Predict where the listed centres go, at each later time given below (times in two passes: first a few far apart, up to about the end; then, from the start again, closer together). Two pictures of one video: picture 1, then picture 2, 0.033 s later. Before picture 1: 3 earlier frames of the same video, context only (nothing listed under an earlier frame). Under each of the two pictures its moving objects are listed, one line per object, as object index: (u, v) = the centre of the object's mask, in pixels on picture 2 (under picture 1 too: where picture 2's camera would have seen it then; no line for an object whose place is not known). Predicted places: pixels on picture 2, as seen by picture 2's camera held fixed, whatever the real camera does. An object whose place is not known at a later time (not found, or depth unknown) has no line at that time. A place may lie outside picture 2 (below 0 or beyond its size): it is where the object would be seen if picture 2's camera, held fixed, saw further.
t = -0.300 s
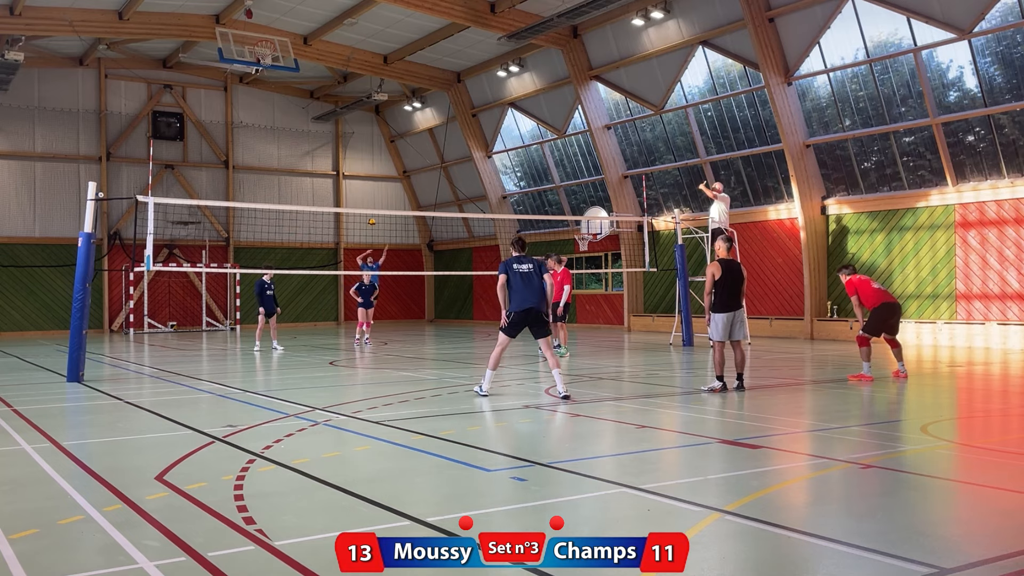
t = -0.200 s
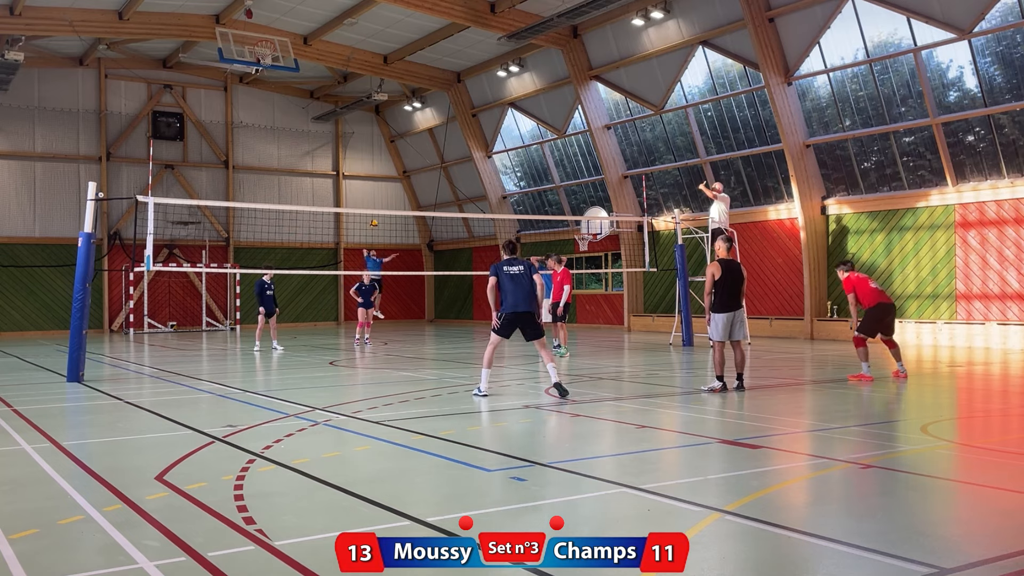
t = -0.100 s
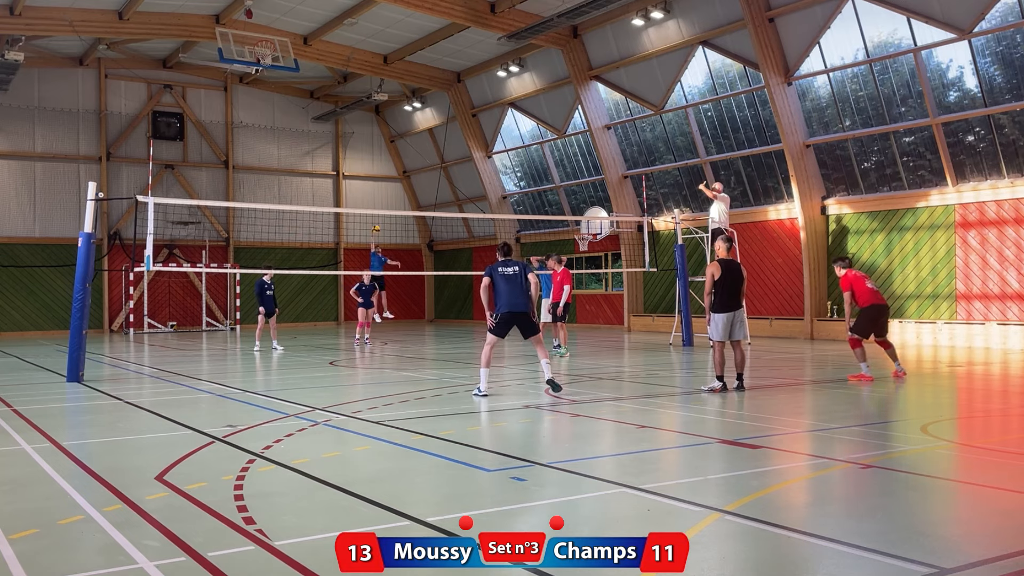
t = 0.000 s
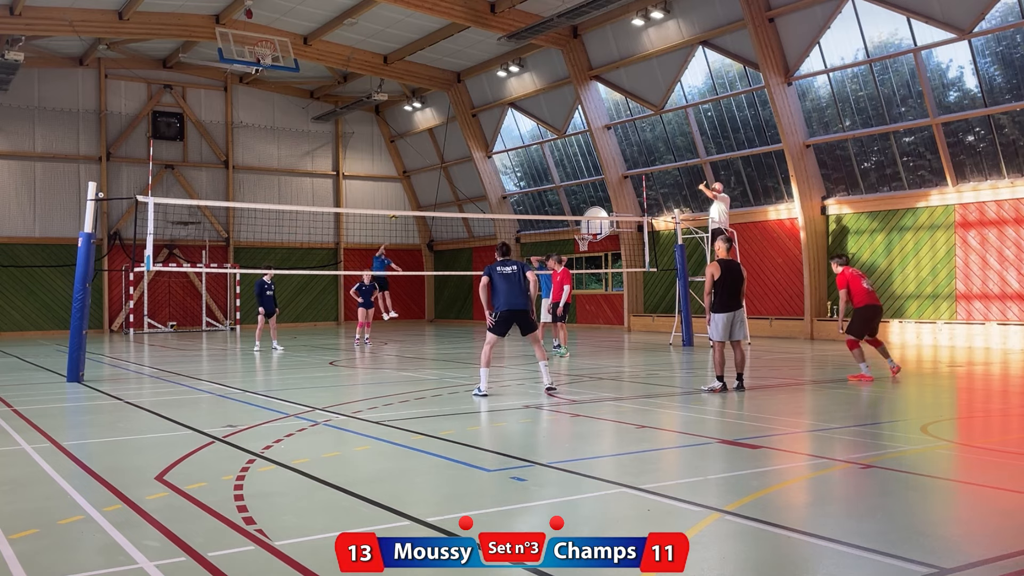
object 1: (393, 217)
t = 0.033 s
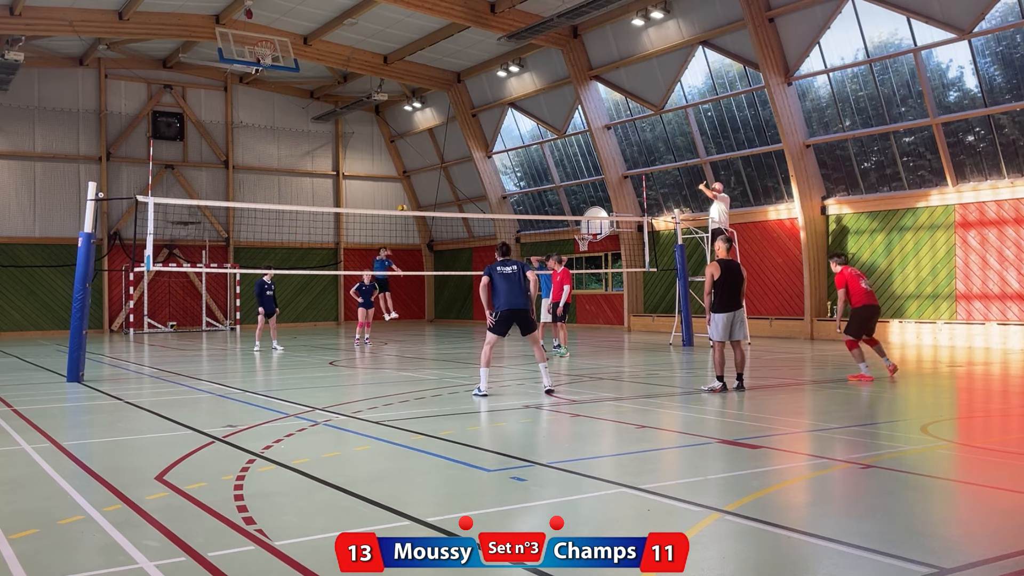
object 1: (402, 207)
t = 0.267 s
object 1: (465, 170)
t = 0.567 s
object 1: (576, 149)
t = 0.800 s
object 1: (701, 160)
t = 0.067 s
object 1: (410, 202)
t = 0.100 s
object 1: (418, 196)
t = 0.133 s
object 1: (427, 190)
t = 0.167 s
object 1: (437, 184)
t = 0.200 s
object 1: (446, 179)
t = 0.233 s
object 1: (455, 174)
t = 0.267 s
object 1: (465, 170)
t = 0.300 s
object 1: (476, 166)
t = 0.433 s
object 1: (521, 155)
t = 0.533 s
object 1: (561, 150)
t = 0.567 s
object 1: (576, 149)
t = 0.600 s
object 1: (591, 148)
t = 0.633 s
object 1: (607, 148)
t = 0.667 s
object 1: (624, 149)
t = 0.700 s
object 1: (642, 150)
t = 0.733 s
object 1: (660, 152)
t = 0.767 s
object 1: (681, 155)
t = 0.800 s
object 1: (701, 160)
